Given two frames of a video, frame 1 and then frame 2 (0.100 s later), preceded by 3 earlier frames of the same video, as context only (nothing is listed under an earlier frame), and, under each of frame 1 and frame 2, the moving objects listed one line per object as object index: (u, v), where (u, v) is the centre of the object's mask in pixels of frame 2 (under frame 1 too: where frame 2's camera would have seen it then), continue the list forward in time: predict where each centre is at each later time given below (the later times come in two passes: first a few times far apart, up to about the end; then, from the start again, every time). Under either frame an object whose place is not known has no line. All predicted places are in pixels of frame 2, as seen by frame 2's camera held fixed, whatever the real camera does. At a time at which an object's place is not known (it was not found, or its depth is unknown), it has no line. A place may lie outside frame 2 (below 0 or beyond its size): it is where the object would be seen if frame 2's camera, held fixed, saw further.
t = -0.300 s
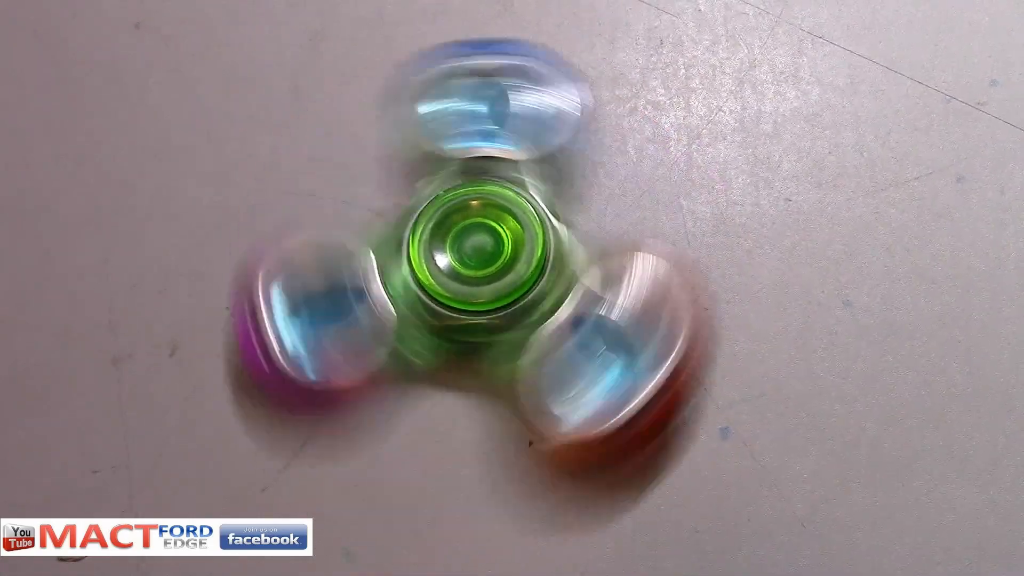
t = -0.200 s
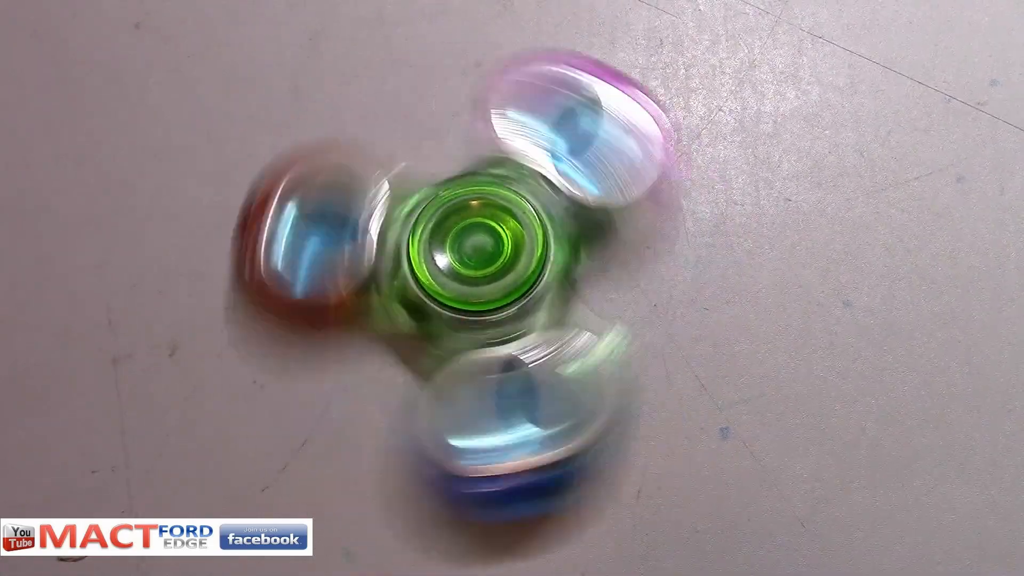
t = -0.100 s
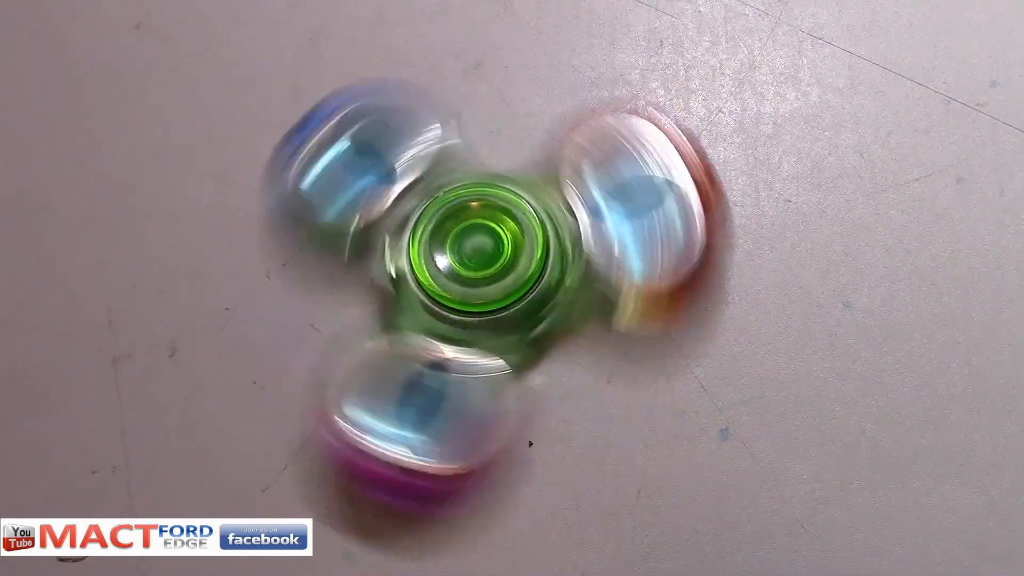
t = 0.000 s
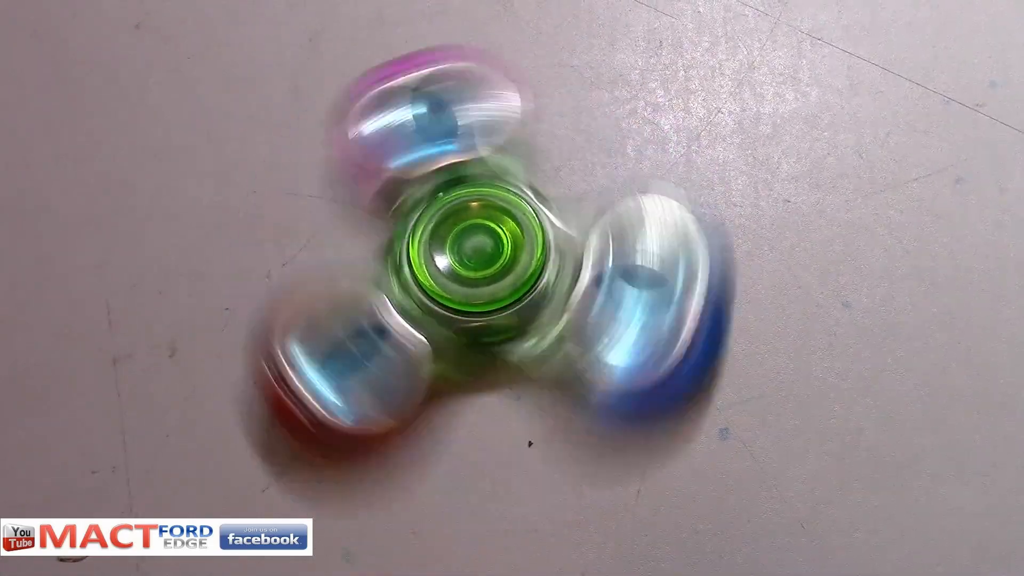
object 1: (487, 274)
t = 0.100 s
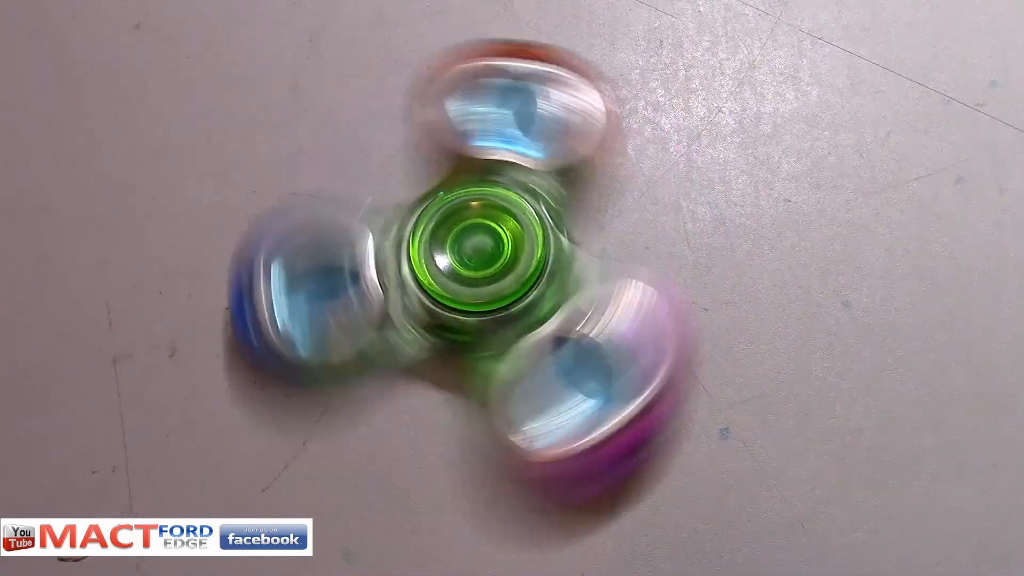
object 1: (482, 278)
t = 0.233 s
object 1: (486, 270)
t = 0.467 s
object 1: (485, 269)
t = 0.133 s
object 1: (482, 269)
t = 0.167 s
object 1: (486, 274)
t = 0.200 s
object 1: (481, 269)
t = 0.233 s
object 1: (486, 270)
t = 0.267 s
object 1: (481, 279)
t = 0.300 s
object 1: (483, 272)
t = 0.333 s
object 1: (484, 278)
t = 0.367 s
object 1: (481, 271)
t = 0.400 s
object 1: (486, 271)
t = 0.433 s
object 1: (477, 277)
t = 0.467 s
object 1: (485, 269)
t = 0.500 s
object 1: (481, 280)
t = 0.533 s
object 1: (482, 273)
